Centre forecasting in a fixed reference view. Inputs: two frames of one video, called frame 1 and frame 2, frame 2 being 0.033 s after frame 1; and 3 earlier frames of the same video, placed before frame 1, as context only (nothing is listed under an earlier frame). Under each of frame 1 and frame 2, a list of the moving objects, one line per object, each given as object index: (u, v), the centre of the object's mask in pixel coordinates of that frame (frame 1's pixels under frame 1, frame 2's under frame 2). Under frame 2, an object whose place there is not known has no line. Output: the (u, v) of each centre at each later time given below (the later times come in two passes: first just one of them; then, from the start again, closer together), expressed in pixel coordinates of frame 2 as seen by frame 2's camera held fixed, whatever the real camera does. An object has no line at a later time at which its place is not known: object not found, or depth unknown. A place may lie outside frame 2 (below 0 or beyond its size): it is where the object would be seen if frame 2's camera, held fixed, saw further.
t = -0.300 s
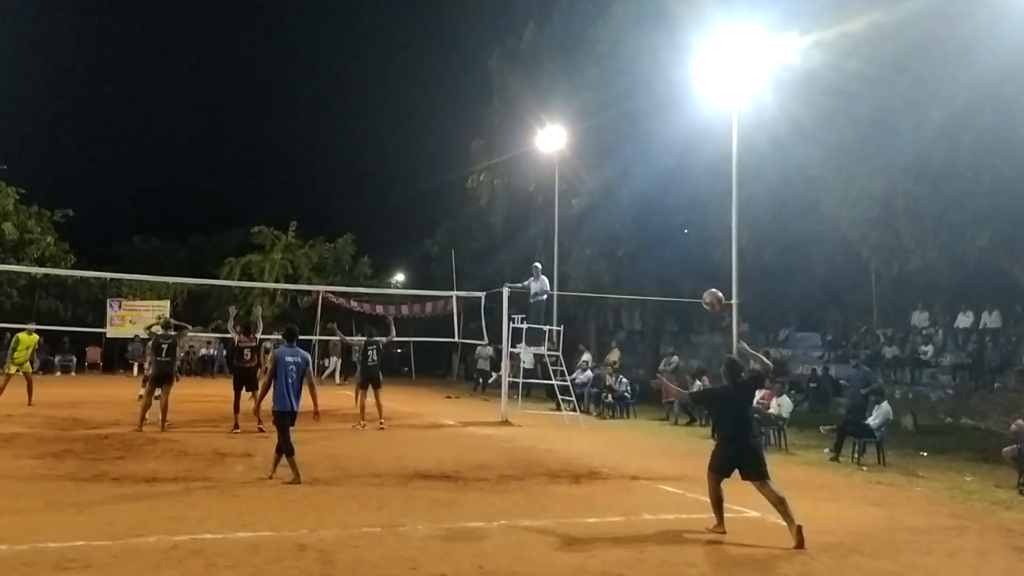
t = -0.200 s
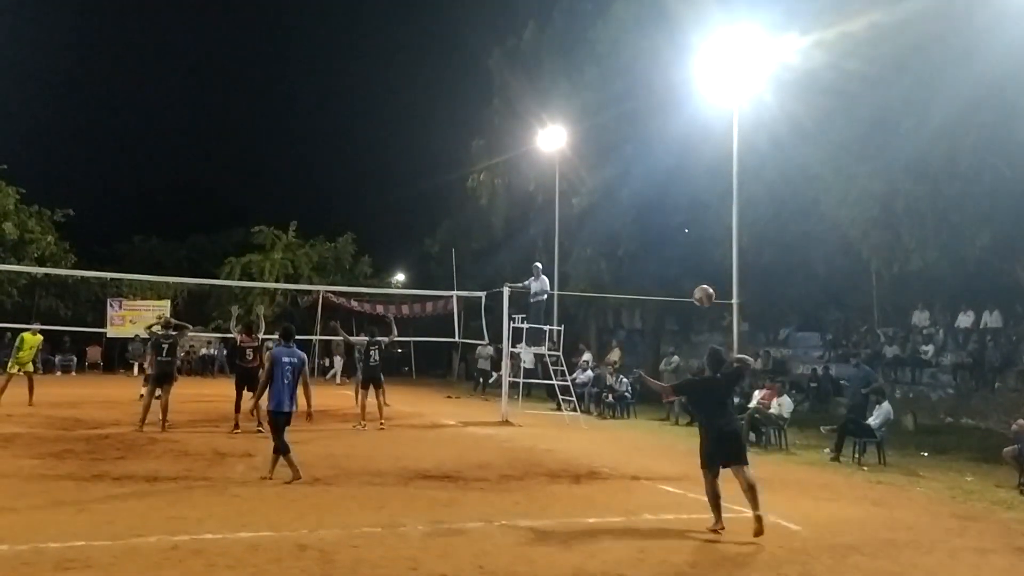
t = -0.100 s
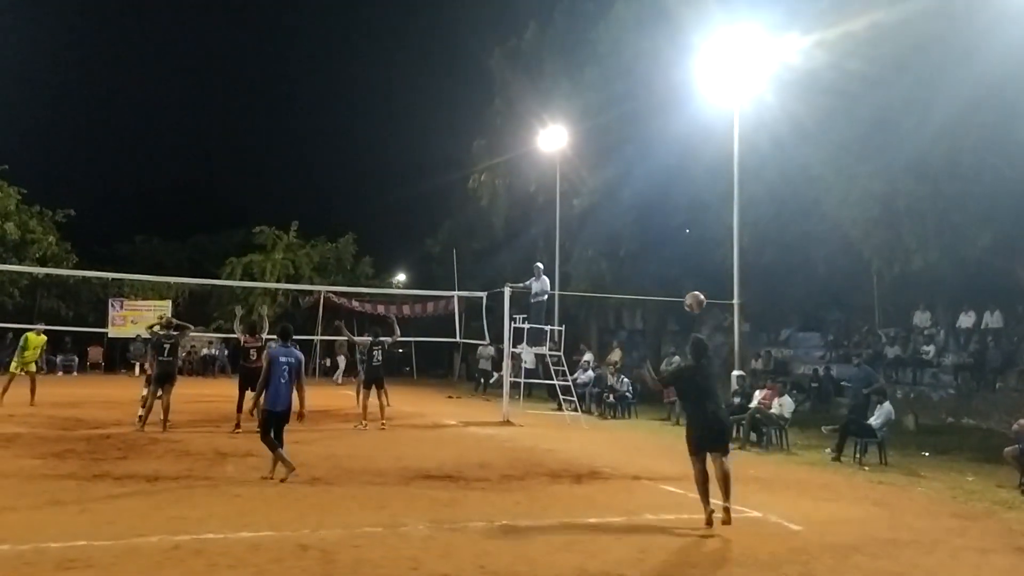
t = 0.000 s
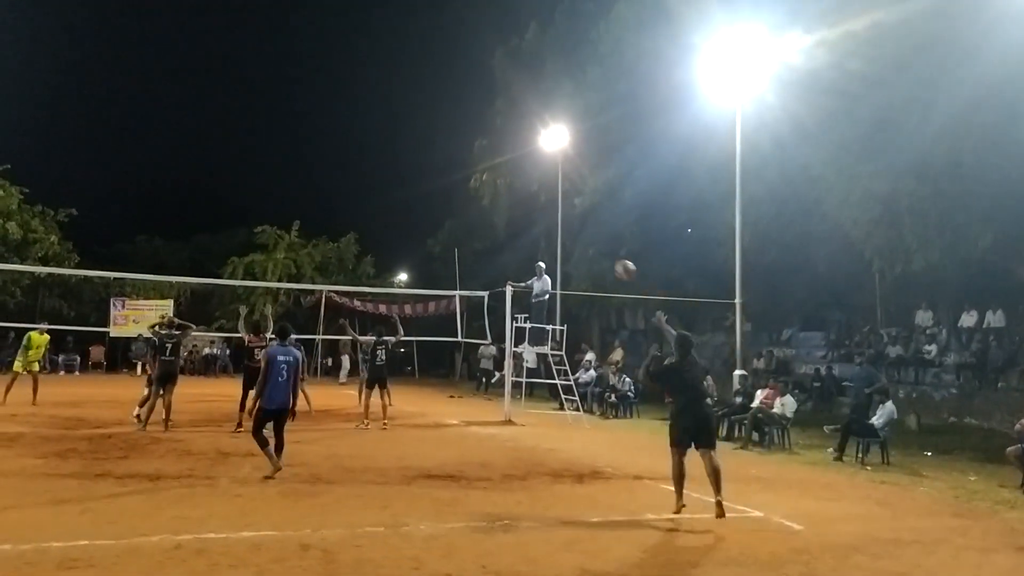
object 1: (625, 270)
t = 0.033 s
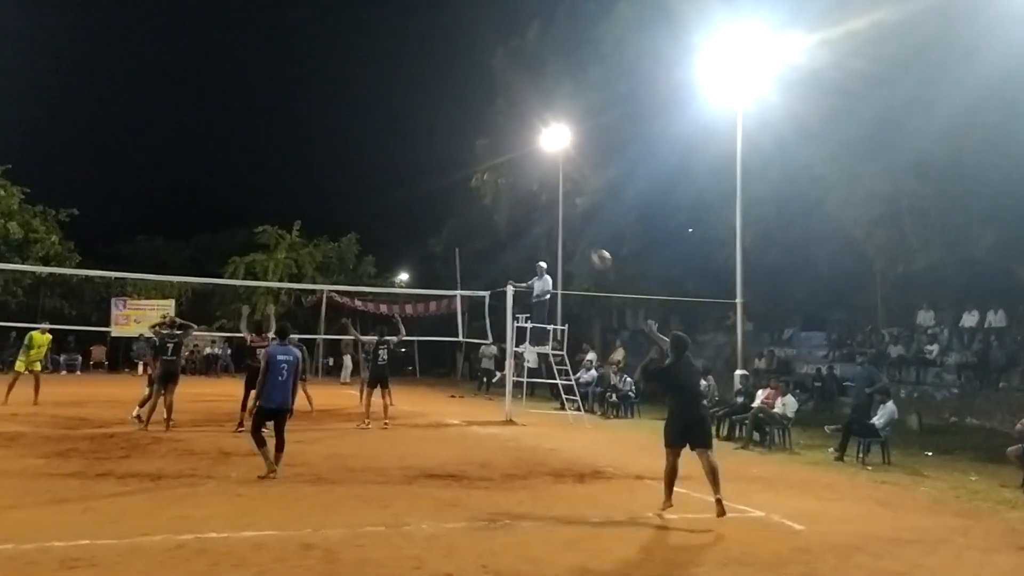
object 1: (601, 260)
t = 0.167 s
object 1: (520, 233)
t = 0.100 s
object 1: (558, 243)
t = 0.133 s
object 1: (539, 237)
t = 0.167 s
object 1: (520, 233)
